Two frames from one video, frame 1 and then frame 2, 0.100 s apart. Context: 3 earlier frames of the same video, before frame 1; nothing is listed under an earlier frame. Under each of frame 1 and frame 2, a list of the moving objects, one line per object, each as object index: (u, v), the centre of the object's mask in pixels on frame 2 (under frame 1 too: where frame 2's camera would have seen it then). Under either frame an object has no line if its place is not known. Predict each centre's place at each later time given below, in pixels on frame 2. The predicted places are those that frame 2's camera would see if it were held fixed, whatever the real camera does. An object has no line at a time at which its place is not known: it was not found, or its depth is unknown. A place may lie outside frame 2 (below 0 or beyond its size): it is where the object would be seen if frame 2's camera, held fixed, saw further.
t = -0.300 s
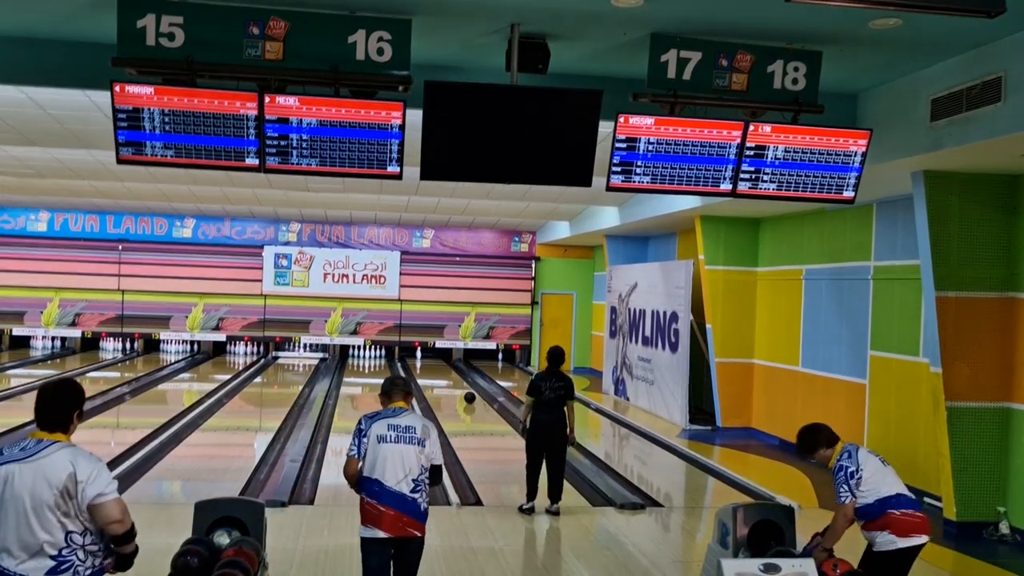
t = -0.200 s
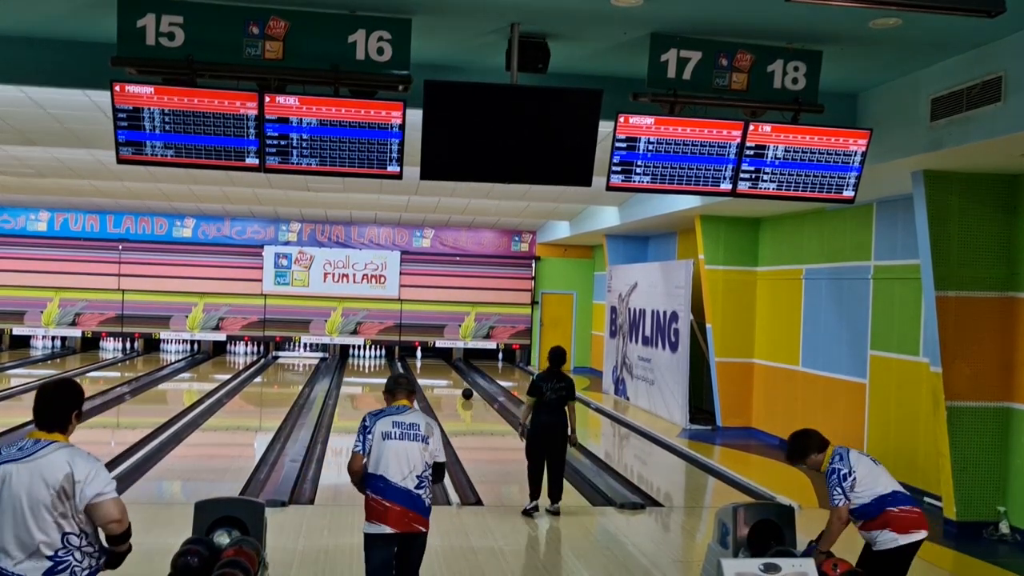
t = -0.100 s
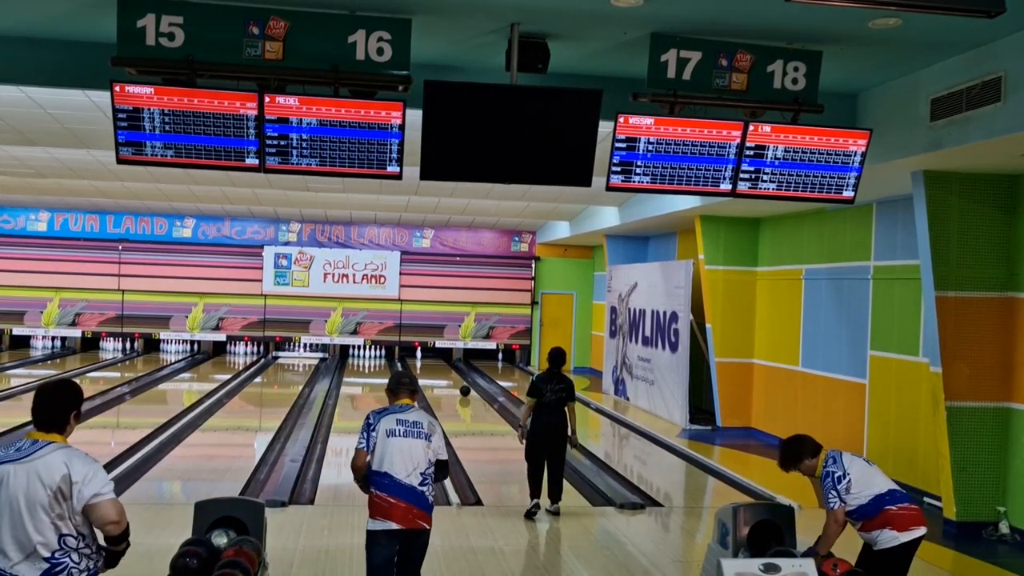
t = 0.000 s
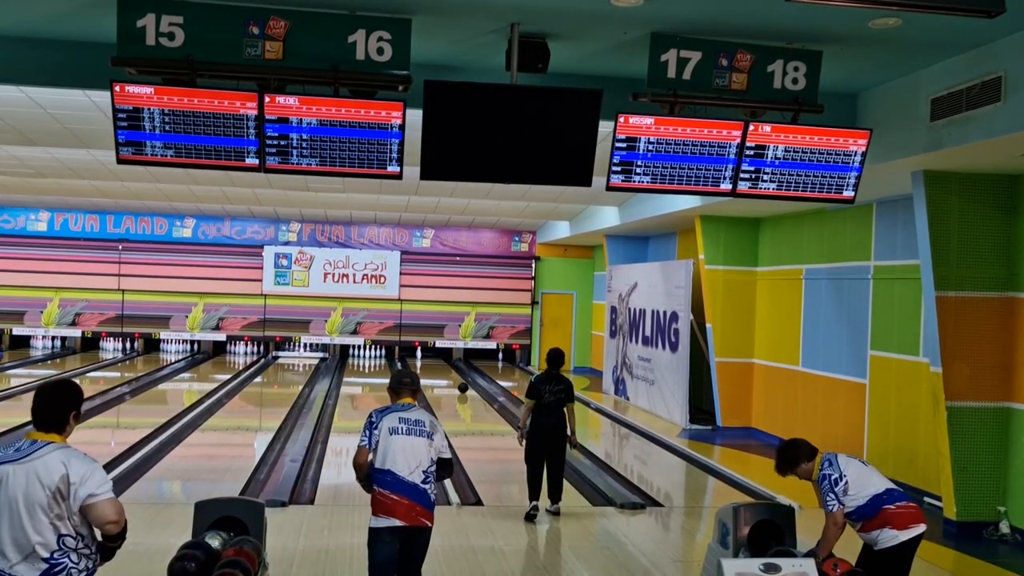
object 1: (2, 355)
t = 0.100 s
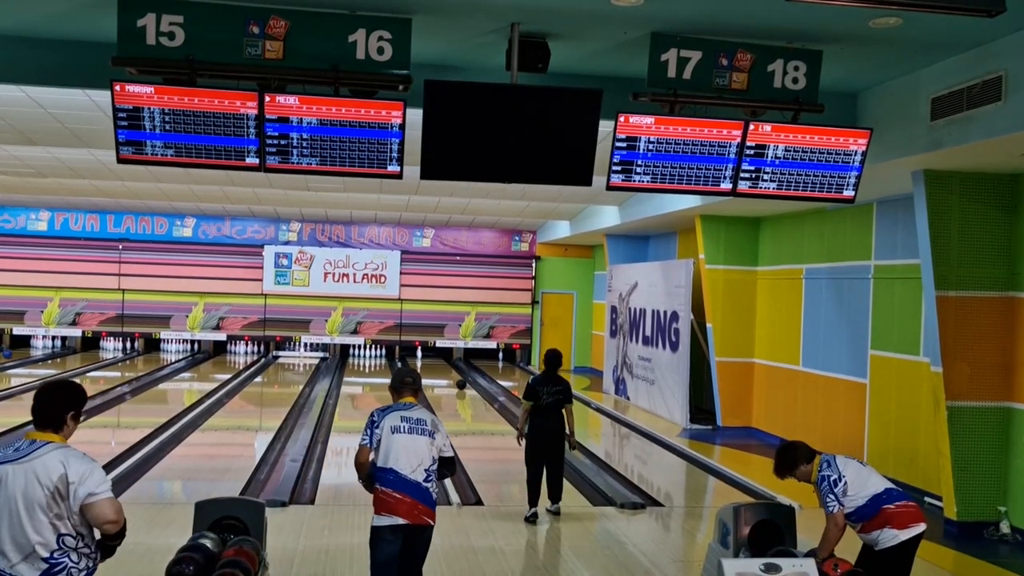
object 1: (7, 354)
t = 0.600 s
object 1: (41, 346)
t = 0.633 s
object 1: (43, 346)
